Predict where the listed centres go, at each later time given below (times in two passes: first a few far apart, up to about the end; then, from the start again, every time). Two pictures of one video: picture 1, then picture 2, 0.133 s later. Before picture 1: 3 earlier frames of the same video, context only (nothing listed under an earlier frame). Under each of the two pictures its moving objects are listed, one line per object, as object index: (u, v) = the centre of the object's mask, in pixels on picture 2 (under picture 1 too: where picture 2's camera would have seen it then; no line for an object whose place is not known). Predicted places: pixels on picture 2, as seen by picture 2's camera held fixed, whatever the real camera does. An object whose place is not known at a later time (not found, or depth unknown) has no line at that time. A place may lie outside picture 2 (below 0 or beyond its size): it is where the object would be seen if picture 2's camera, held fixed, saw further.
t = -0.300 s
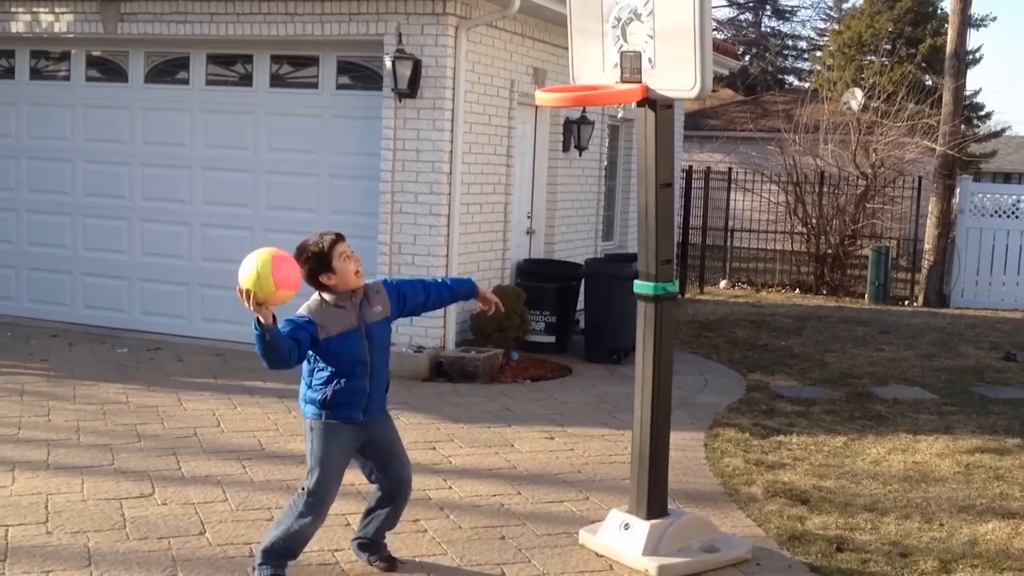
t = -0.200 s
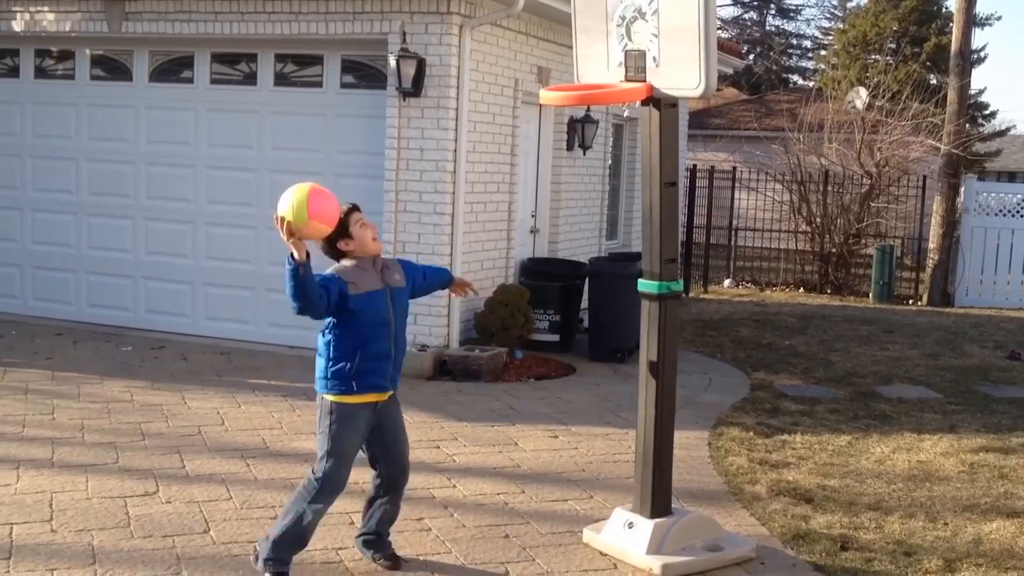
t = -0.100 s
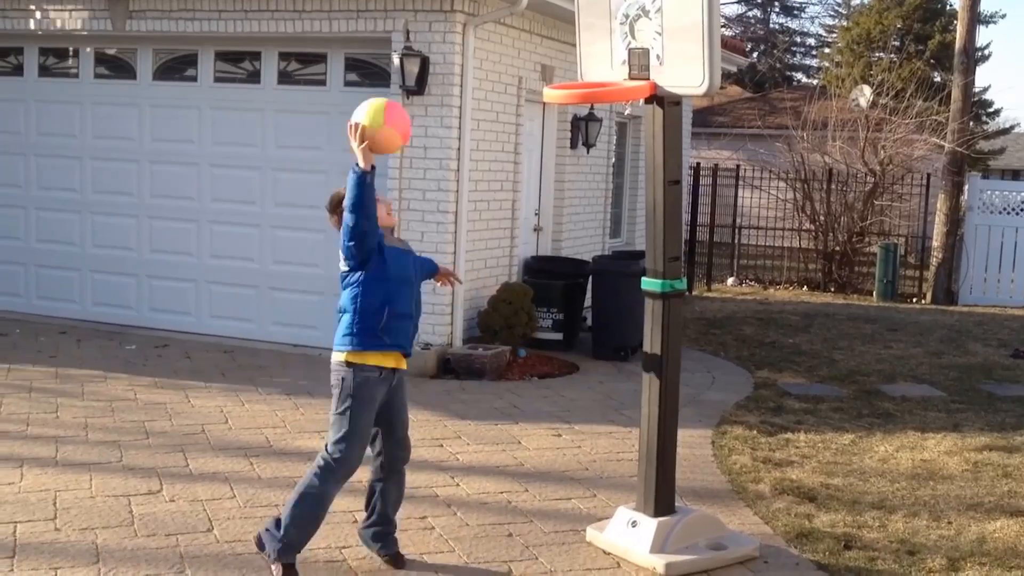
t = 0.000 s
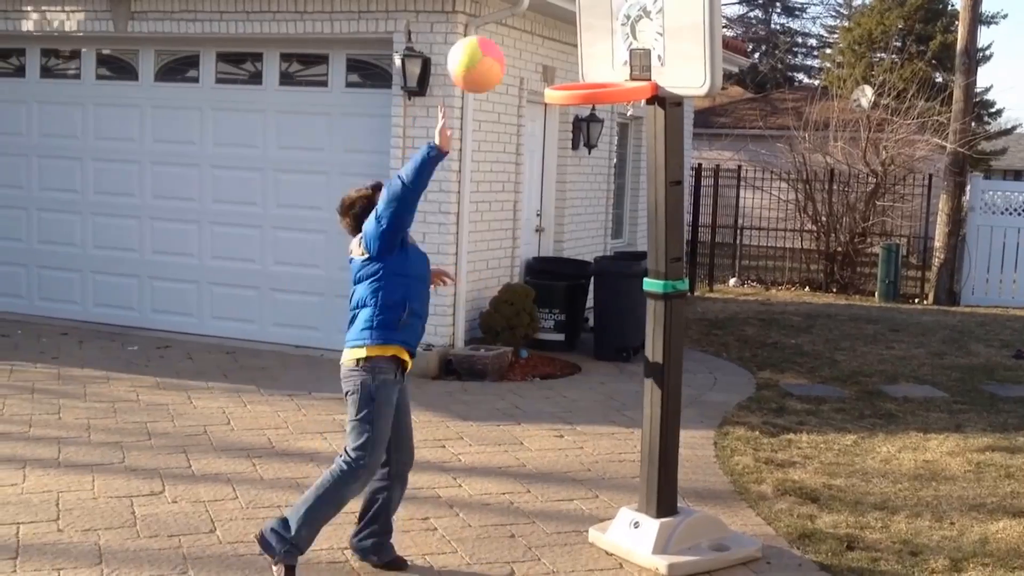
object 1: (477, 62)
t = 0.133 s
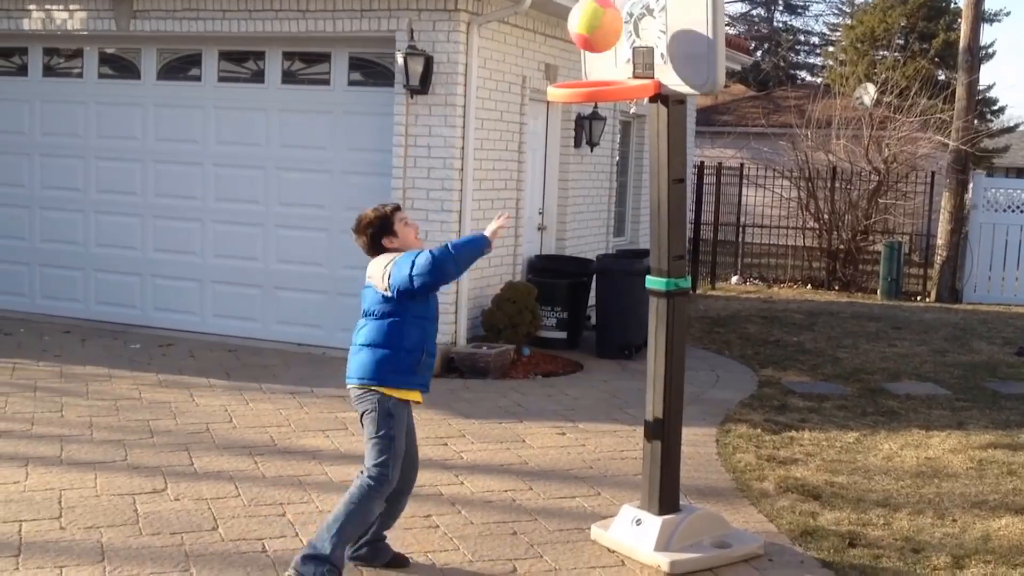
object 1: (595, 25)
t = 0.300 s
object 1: (604, 54)
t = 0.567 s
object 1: (563, 114)
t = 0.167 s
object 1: (624, 24)
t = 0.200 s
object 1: (629, 26)
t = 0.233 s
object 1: (620, 31)
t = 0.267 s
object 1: (613, 42)
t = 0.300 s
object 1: (604, 54)
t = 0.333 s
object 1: (598, 63)
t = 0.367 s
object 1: (594, 63)
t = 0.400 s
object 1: (589, 64)
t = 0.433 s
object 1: (584, 68)
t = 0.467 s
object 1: (579, 76)
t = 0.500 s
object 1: (574, 85)
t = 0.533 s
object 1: (568, 98)
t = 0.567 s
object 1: (563, 114)
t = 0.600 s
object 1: (557, 134)
